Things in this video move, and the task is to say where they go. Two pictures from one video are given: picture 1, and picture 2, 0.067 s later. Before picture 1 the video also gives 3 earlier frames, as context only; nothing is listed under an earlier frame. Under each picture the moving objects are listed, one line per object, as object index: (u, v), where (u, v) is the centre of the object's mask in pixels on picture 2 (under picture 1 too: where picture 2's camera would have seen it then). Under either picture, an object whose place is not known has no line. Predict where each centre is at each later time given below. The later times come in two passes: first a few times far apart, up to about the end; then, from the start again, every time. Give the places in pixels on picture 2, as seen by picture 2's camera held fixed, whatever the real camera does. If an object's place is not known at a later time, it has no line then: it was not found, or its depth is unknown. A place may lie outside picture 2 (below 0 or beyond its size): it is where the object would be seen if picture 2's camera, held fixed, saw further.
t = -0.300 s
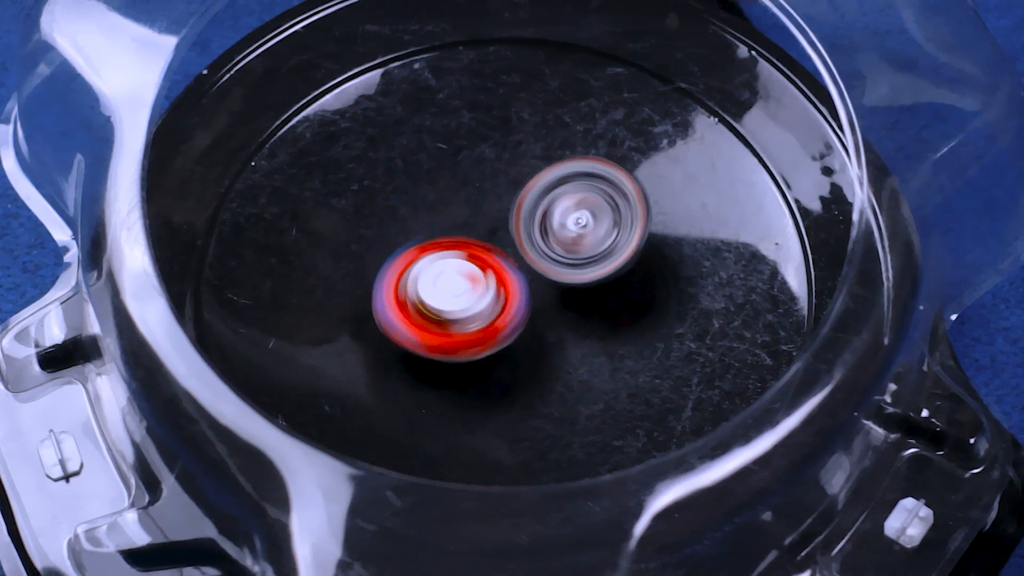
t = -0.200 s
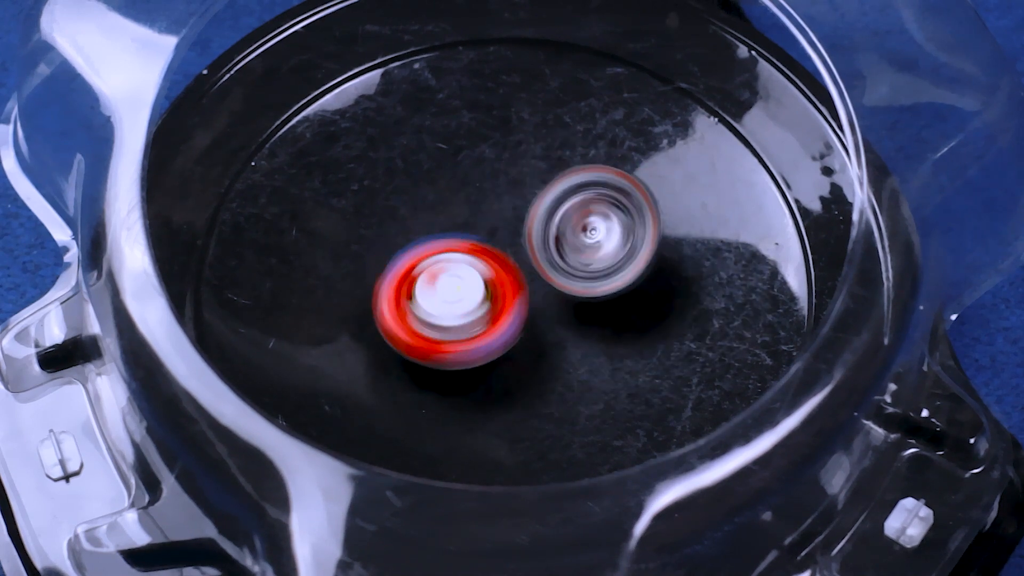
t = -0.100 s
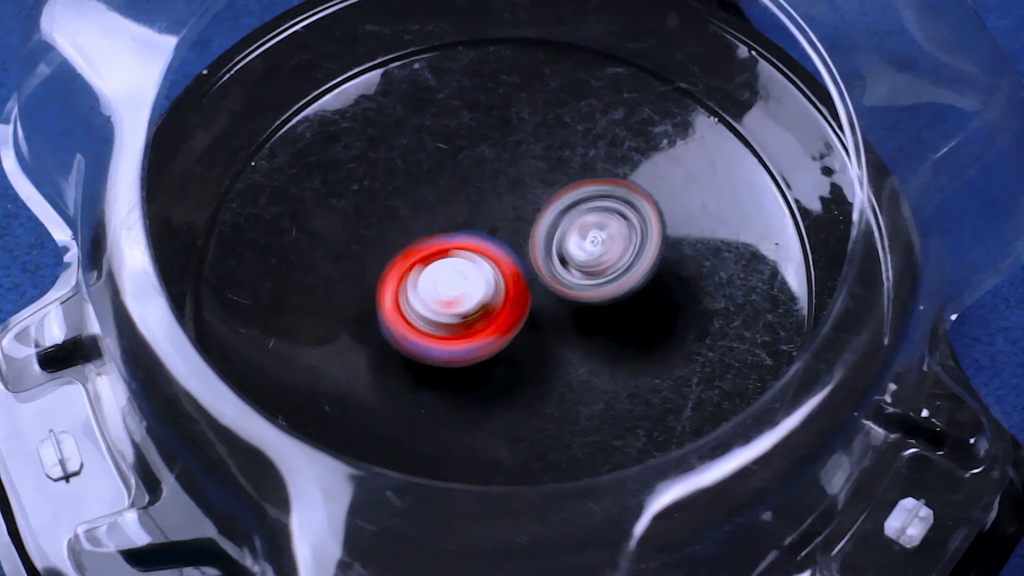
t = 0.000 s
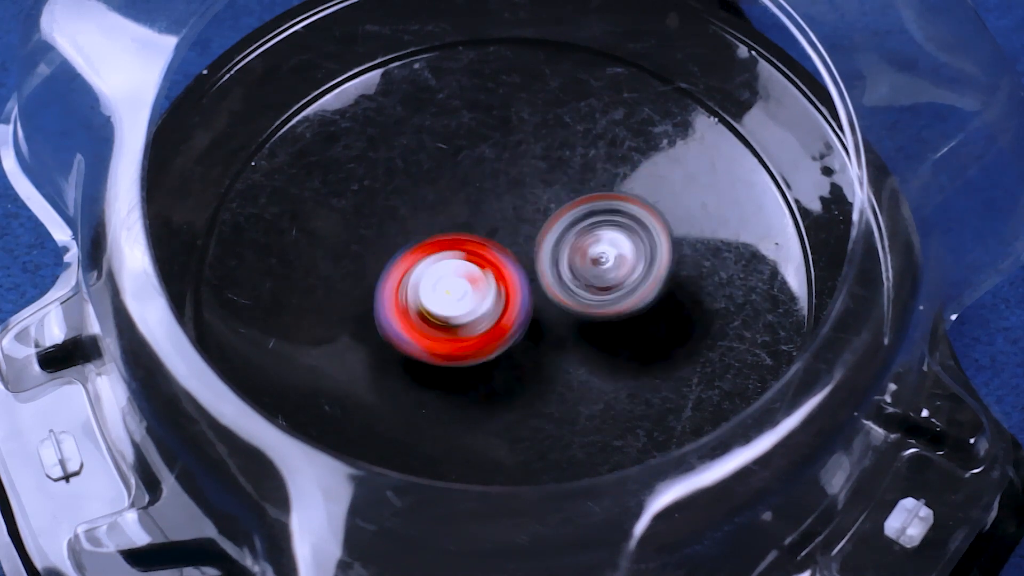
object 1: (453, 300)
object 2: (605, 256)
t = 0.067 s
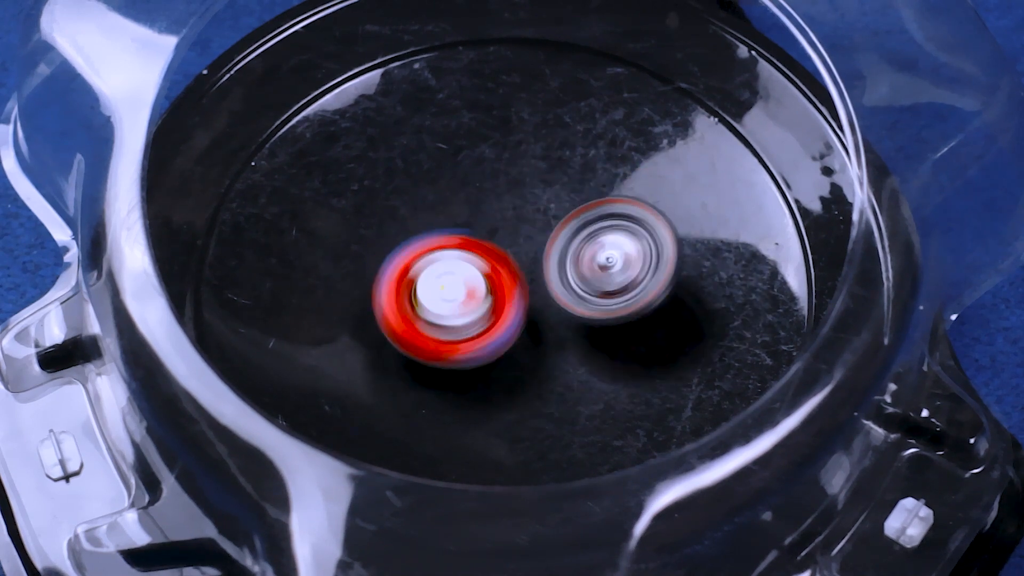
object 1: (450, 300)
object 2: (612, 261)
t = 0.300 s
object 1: (449, 302)
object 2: (598, 281)
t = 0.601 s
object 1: (444, 303)
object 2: (604, 299)
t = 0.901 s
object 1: (439, 296)
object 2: (600, 301)
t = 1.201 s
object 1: (438, 291)
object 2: (587, 279)
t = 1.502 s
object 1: (445, 288)
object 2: (601, 267)
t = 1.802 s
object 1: (438, 291)
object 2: (599, 275)
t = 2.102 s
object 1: (440, 282)
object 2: (582, 276)
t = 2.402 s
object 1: (435, 283)
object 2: (592, 272)
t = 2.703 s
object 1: (442, 289)
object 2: (576, 262)
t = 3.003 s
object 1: (440, 285)
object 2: (598, 263)
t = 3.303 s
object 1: (448, 299)
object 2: (597, 279)
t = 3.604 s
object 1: (441, 298)
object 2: (587, 240)
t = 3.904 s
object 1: (450, 304)
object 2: (578, 230)
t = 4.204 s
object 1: (450, 306)
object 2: (561, 202)
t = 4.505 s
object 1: (434, 302)
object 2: (555, 203)
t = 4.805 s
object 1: (414, 307)
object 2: (546, 261)
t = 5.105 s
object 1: (384, 296)
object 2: (533, 307)
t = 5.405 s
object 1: (389, 301)
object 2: (523, 306)
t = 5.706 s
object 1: (399, 306)
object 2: (527, 309)
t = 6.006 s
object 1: (399, 305)
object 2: (527, 309)
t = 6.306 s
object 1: (399, 305)
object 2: (527, 309)
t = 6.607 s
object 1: (399, 305)
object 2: (527, 309)
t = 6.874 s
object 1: (399, 305)
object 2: (527, 309)
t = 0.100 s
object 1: (449, 301)
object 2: (609, 263)
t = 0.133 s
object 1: (450, 300)
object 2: (607, 269)
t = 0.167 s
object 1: (450, 299)
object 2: (602, 272)
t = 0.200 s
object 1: (449, 299)
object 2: (600, 275)
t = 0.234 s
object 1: (444, 300)
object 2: (604, 277)
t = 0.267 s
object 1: (447, 303)
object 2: (606, 279)
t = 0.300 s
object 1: (449, 302)
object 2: (598, 281)
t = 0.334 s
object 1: (448, 302)
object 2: (599, 283)
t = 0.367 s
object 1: (448, 302)
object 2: (592, 287)
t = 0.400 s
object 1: (447, 300)
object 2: (592, 288)
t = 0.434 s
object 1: (446, 299)
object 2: (590, 290)
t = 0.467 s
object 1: (444, 298)
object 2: (597, 291)
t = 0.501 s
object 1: (444, 302)
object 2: (594, 296)
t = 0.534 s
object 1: (444, 300)
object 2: (600, 293)
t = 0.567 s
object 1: (442, 302)
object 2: (607, 298)
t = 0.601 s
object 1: (444, 303)
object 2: (604, 299)
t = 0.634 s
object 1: (446, 300)
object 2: (604, 299)
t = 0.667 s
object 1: (445, 298)
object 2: (604, 297)
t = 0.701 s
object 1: (445, 299)
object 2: (606, 296)
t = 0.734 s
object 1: (445, 299)
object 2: (602, 298)
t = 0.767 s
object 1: (447, 298)
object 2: (600, 298)
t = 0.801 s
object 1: (447, 296)
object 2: (595, 299)
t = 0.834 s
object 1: (440, 296)
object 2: (604, 299)
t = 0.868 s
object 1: (438, 297)
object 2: (605, 301)
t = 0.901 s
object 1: (439, 296)
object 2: (600, 301)
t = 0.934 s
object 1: (441, 295)
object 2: (600, 296)
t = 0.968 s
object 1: (441, 294)
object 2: (601, 292)
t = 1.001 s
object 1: (439, 293)
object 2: (604, 290)
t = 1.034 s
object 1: (439, 293)
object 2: (598, 291)
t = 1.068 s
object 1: (441, 292)
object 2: (594, 287)
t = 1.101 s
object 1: (441, 291)
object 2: (590, 284)
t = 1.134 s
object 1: (440, 290)
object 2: (593, 280)
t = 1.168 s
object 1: (437, 289)
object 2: (593, 281)
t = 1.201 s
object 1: (438, 291)
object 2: (587, 279)
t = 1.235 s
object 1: (434, 293)
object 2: (598, 276)
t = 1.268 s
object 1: (433, 296)
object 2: (600, 275)
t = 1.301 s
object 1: (439, 298)
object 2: (600, 272)
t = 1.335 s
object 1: (444, 293)
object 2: (602, 270)
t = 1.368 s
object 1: (444, 291)
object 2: (604, 265)
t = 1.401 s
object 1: (443, 291)
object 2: (608, 264)
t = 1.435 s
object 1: (445, 289)
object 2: (606, 267)
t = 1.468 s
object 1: (444, 288)
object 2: (603, 267)
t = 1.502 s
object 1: (445, 288)
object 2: (601, 267)
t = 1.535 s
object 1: (445, 287)
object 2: (598, 265)
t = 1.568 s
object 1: (444, 286)
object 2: (597, 265)
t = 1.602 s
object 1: (444, 285)
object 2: (591, 267)
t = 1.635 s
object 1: (442, 285)
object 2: (595, 265)
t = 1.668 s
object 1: (441, 288)
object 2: (598, 267)
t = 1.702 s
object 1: (444, 288)
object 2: (593, 267)
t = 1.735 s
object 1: (438, 286)
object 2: (600, 268)
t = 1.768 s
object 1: (435, 289)
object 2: (603, 274)
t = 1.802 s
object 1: (438, 291)
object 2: (599, 275)
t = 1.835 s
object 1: (440, 290)
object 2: (597, 270)
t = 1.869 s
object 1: (442, 287)
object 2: (596, 269)
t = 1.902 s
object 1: (441, 284)
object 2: (597, 268)
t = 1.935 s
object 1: (438, 285)
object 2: (598, 269)
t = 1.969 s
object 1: (439, 287)
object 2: (593, 273)
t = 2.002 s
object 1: (441, 286)
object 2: (594, 273)
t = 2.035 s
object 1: (442, 285)
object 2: (595, 275)
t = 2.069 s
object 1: (442, 284)
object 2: (588, 278)
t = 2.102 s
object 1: (440, 282)
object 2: (582, 276)
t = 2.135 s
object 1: (436, 284)
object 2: (595, 274)
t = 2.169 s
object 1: (435, 286)
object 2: (597, 278)
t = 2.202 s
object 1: (439, 285)
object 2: (593, 280)
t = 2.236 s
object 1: (440, 282)
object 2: (586, 278)
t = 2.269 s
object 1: (438, 281)
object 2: (585, 271)
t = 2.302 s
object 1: (435, 279)
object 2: (597, 268)
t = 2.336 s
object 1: (431, 282)
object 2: (601, 269)
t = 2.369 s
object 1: (432, 283)
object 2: (597, 271)
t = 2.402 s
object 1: (435, 283)
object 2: (592, 272)
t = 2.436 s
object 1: (437, 281)
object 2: (591, 267)
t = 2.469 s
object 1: (436, 278)
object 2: (590, 265)
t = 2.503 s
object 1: (433, 278)
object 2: (591, 263)
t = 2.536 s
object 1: (431, 279)
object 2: (593, 262)
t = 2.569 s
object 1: (430, 282)
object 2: (584, 264)
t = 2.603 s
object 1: (432, 285)
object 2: (578, 260)
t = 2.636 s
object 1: (434, 289)
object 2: (586, 261)
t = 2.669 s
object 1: (438, 291)
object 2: (582, 262)
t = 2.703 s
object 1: (442, 289)
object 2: (576, 262)
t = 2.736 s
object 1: (445, 284)
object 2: (576, 257)
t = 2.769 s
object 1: (447, 281)
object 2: (587, 250)
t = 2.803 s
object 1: (447, 280)
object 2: (596, 250)
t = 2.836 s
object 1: (448, 277)
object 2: (598, 252)
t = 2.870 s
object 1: (448, 276)
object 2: (594, 255)
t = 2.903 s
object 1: (442, 275)
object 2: (602, 254)
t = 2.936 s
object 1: (438, 278)
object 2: (606, 258)
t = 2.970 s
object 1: (437, 282)
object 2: (601, 263)
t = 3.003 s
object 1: (440, 285)
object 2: (598, 263)
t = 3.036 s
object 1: (445, 286)
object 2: (599, 264)
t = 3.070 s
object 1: (448, 283)
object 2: (597, 268)
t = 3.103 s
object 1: (444, 280)
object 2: (608, 269)
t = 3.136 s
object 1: (439, 281)
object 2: (609, 275)
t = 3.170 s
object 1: (437, 285)
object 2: (602, 281)
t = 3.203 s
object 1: (439, 288)
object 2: (592, 283)
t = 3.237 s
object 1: (438, 293)
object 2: (593, 279)
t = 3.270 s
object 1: (442, 298)
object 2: (598, 276)
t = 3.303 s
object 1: (448, 299)
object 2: (597, 279)
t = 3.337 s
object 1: (453, 297)
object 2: (595, 278)
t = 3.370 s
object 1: (454, 295)
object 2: (591, 275)
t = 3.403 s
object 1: (453, 293)
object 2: (585, 273)
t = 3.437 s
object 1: (453, 293)
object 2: (582, 267)
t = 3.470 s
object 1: (449, 293)
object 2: (591, 262)
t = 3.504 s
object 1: (445, 294)
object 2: (595, 258)
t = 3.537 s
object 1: (443, 296)
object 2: (588, 251)
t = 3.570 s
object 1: (441, 296)
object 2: (587, 247)
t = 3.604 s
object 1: (441, 298)
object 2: (587, 240)
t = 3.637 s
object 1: (441, 299)
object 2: (588, 240)
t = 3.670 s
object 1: (440, 300)
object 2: (589, 239)
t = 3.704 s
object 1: (438, 303)
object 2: (587, 237)
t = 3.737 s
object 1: (440, 306)
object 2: (585, 239)
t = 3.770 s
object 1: (443, 304)
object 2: (580, 237)
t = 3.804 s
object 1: (443, 305)
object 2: (579, 233)
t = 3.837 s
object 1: (444, 305)
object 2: (581, 230)
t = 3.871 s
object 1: (447, 306)
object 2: (580, 231)
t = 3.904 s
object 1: (450, 304)
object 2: (578, 230)
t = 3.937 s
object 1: (452, 302)
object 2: (572, 232)
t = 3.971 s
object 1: (453, 301)
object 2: (572, 231)
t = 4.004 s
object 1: (451, 302)
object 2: (566, 229)
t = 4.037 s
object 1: (451, 302)
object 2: (564, 227)
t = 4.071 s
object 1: (452, 301)
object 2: (559, 224)
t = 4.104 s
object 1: (454, 301)
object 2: (557, 222)
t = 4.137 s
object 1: (451, 304)
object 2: (562, 213)
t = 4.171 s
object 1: (450, 305)
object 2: (564, 208)
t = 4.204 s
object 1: (450, 306)
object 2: (561, 202)
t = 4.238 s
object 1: (450, 305)
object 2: (558, 198)
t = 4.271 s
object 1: (450, 304)
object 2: (557, 196)
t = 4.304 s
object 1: (450, 303)
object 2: (555, 196)
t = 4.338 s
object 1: (450, 302)
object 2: (552, 198)
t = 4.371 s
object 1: (448, 301)
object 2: (543, 201)
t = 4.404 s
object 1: (447, 299)
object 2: (537, 200)
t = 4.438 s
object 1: (445, 298)
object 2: (540, 201)
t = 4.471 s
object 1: (438, 299)
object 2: (548, 202)
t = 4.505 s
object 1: (434, 302)
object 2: (555, 203)
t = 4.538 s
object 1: (433, 301)
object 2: (557, 208)
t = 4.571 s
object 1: (433, 302)
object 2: (555, 214)
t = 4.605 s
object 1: (430, 302)
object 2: (557, 217)
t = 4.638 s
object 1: (429, 302)
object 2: (557, 224)
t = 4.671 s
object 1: (426, 303)
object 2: (560, 231)
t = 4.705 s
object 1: (423, 304)
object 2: (557, 240)
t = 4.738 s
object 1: (422, 305)
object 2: (548, 251)
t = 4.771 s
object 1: (421, 306)
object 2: (542, 255)
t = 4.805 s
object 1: (414, 307)
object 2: (546, 261)
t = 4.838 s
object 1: (404, 308)
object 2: (553, 268)
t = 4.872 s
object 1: (398, 307)
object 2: (555, 274)
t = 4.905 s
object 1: (394, 305)
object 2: (555, 283)
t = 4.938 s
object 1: (392, 303)
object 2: (548, 290)
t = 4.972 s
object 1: (392, 303)
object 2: (537, 295)
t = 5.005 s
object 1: (392, 303)
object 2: (532, 298)
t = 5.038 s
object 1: (388, 301)
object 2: (532, 303)
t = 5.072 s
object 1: (385, 298)
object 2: (531, 306)
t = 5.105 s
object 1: (384, 296)
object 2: (533, 307)
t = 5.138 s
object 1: (384, 295)
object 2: (527, 306)
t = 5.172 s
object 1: (384, 295)
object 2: (524, 305)
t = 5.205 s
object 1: (383, 295)
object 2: (522, 304)
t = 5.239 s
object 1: (383, 294)
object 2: (521, 305)
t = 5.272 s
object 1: (384, 295)
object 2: (521, 305)
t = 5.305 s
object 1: (385, 296)
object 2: (521, 304)
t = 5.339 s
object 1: (387, 299)
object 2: (521, 304)
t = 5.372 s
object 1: (387, 300)
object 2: (522, 305)
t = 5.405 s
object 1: (389, 301)
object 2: (523, 306)
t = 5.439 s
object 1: (392, 303)
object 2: (522, 306)
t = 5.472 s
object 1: (397, 305)
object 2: (524, 307)
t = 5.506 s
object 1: (398, 305)
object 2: (526, 308)
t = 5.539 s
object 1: (399, 306)
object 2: (527, 309)
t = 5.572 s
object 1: (399, 306)
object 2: (527, 309)
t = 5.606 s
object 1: (399, 306)
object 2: (527, 309)
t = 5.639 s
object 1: (399, 305)
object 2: (527, 309)
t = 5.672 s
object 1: (399, 305)
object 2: (527, 309)
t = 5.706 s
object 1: (399, 306)
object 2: (527, 309)
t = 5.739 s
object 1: (399, 306)
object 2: (527, 309)
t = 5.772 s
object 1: (399, 306)
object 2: (527, 309)
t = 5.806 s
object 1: (399, 305)
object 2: (527, 309)
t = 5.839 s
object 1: (399, 306)
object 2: (527, 309)
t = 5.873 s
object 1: (399, 306)
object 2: (527, 309)
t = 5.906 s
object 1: (399, 306)
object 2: (527, 309)
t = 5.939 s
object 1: (399, 305)
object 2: (527, 309)
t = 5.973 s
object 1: (399, 305)
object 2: (527, 309)
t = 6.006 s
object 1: (399, 305)
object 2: (527, 309)
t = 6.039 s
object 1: (399, 306)
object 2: (527, 309)
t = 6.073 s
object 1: (399, 306)
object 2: (527, 309)
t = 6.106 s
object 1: (399, 305)
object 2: (527, 309)
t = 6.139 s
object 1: (399, 305)
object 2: (527, 309)
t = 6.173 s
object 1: (399, 305)
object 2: (527, 309)
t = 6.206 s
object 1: (399, 305)
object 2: (527, 309)
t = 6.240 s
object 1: (399, 305)
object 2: (527, 309)
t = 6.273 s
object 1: (399, 305)
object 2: (527, 309)
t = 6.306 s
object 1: (399, 305)
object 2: (527, 309)
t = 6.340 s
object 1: (399, 305)
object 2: (527, 309)
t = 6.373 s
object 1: (399, 305)
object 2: (527, 309)
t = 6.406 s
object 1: (399, 305)
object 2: (527, 309)
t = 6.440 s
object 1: (399, 306)
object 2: (527, 309)
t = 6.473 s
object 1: (399, 305)
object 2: (527, 309)
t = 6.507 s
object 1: (399, 305)
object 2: (527, 309)
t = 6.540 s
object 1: (399, 305)
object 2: (527, 309)
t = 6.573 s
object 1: (399, 305)
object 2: (527, 309)
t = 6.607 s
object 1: (399, 305)
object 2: (527, 309)
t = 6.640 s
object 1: (399, 305)
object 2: (527, 309)
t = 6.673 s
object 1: (399, 305)
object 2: (527, 309)
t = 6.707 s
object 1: (399, 305)
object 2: (527, 309)
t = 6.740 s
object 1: (399, 305)
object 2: (527, 309)
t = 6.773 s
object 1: (399, 305)
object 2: (527, 309)
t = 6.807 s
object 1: (399, 306)
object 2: (527, 309)
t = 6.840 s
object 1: (399, 306)
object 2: (527, 309)
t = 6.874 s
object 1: (399, 305)
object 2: (527, 309)
